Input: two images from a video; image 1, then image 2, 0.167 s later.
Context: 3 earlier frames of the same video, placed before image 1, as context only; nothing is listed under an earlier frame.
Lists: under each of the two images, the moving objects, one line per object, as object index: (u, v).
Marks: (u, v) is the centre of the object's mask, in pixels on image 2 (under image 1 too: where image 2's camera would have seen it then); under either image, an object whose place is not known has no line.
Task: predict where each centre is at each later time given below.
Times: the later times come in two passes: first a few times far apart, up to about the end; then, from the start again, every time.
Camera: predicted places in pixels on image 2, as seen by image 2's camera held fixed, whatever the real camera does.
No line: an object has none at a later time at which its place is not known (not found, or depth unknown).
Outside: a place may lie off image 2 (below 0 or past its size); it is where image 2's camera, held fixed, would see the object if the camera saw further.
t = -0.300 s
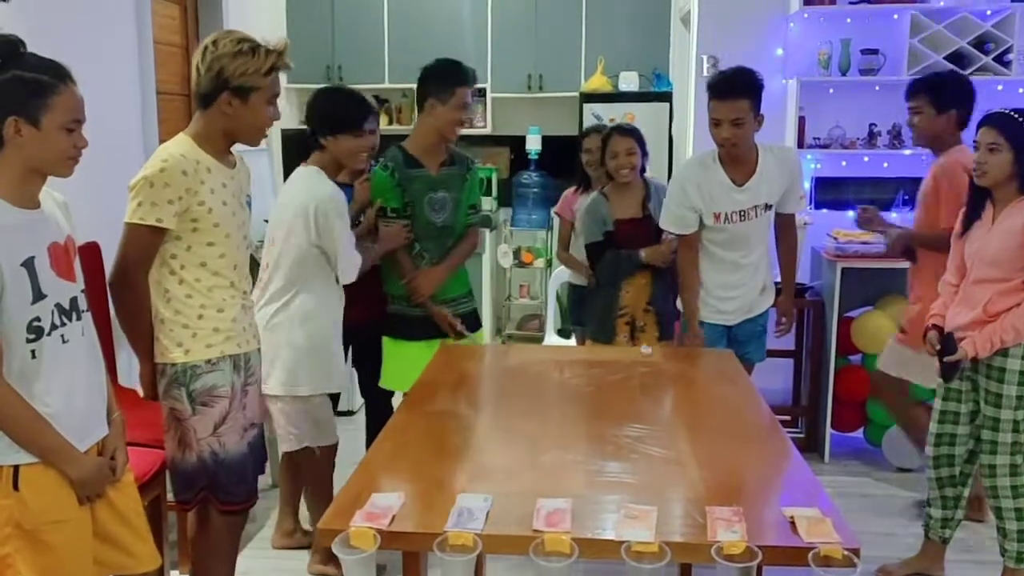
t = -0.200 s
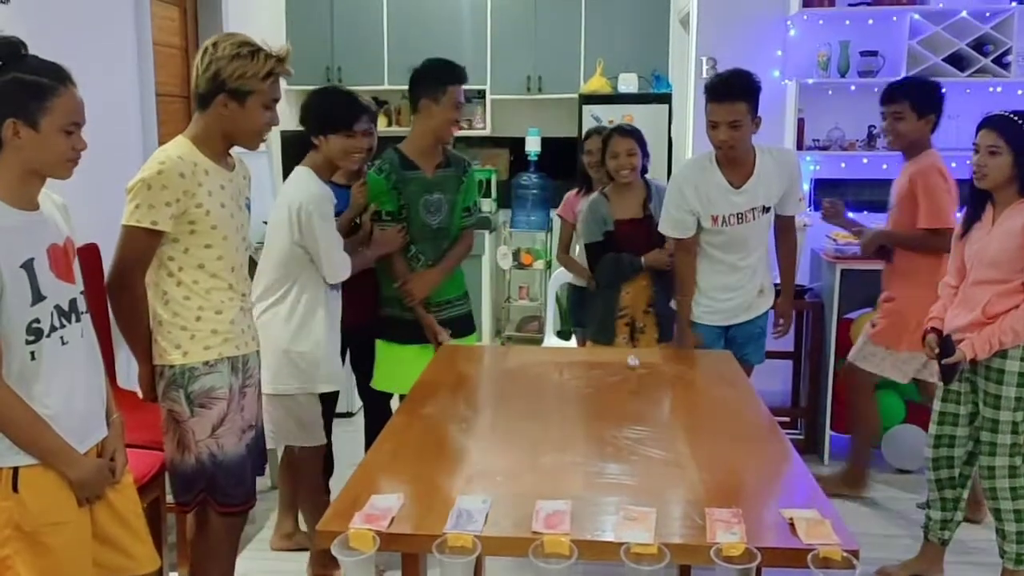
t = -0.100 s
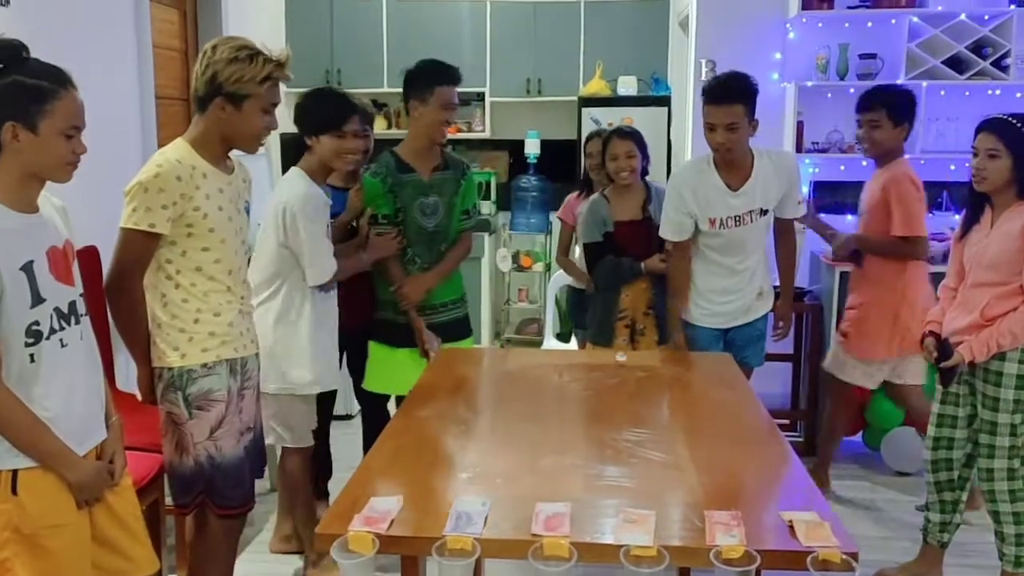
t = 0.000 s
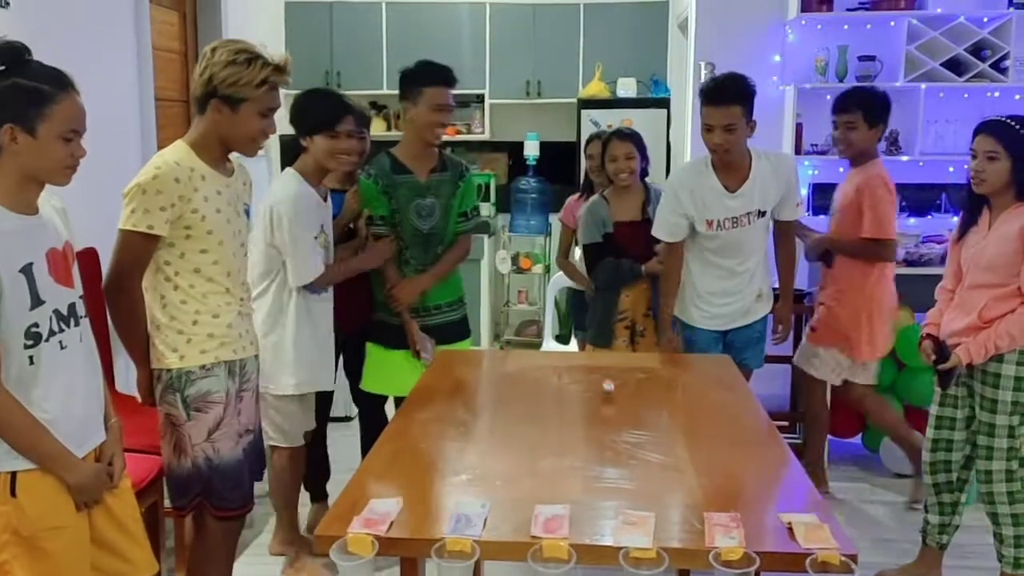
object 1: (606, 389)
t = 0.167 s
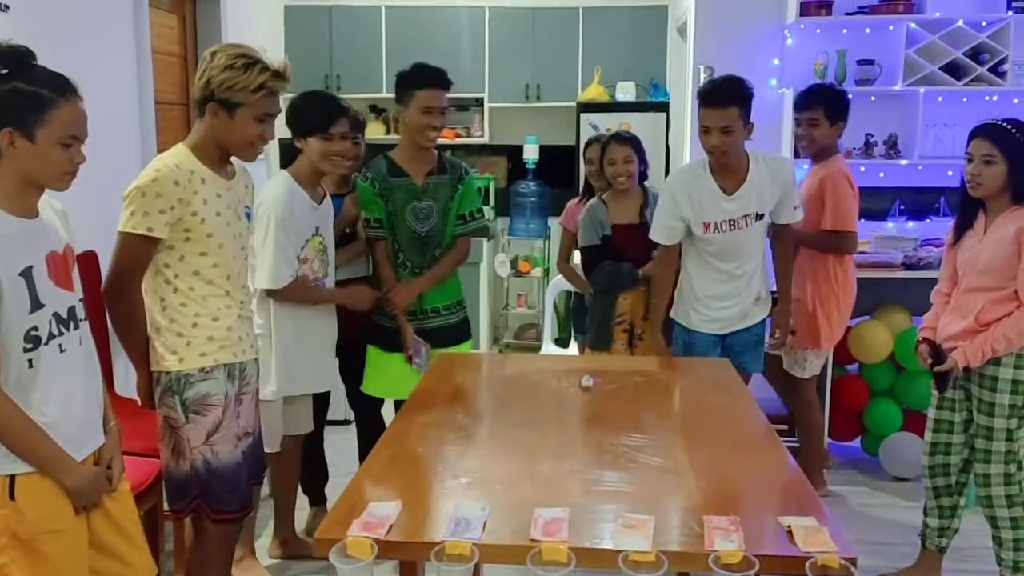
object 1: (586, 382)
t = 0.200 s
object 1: (581, 394)
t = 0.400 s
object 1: (553, 399)
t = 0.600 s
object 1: (520, 411)
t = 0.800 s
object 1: (490, 424)
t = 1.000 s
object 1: (459, 440)
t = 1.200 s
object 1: (427, 442)
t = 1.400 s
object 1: (395, 447)
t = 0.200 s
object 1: (581, 394)
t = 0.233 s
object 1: (577, 396)
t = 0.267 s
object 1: (571, 388)
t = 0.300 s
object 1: (567, 385)
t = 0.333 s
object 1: (562, 386)
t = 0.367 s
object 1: (558, 389)
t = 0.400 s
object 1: (553, 399)
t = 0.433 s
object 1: (546, 409)
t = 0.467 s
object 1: (543, 403)
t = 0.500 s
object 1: (537, 399)
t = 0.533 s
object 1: (532, 399)
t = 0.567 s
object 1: (527, 401)
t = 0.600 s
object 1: (520, 411)
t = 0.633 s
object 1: (515, 419)
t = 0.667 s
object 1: (509, 411)
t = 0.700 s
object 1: (505, 408)
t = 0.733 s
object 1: (500, 409)
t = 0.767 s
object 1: (494, 415)
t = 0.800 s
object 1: (490, 424)
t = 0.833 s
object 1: (484, 426)
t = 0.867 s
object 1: (480, 420)
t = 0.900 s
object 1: (474, 418)
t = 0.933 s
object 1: (468, 420)
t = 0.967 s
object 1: (464, 426)
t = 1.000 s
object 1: (459, 440)
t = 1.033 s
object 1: (454, 432)
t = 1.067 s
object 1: (448, 428)
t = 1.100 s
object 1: (443, 429)
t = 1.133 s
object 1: (438, 433)
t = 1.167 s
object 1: (432, 443)
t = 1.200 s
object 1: (427, 442)
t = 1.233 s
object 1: (421, 435)
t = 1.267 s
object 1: (417, 434)
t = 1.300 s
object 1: (412, 439)
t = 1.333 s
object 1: (406, 449)
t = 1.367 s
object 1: (401, 453)
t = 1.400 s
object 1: (395, 447)
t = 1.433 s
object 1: (389, 446)
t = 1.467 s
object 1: (383, 449)
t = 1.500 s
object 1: (377, 458)
